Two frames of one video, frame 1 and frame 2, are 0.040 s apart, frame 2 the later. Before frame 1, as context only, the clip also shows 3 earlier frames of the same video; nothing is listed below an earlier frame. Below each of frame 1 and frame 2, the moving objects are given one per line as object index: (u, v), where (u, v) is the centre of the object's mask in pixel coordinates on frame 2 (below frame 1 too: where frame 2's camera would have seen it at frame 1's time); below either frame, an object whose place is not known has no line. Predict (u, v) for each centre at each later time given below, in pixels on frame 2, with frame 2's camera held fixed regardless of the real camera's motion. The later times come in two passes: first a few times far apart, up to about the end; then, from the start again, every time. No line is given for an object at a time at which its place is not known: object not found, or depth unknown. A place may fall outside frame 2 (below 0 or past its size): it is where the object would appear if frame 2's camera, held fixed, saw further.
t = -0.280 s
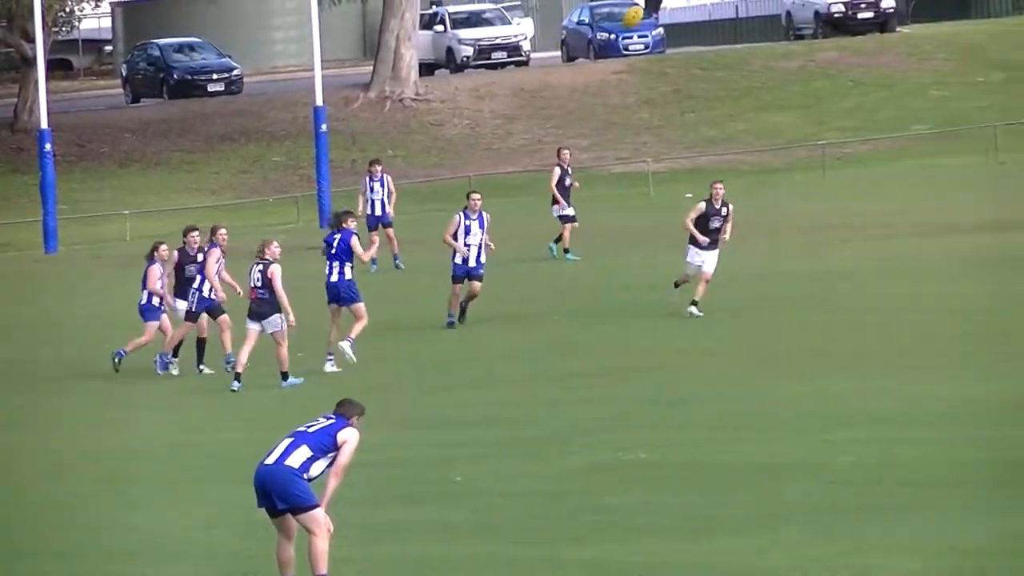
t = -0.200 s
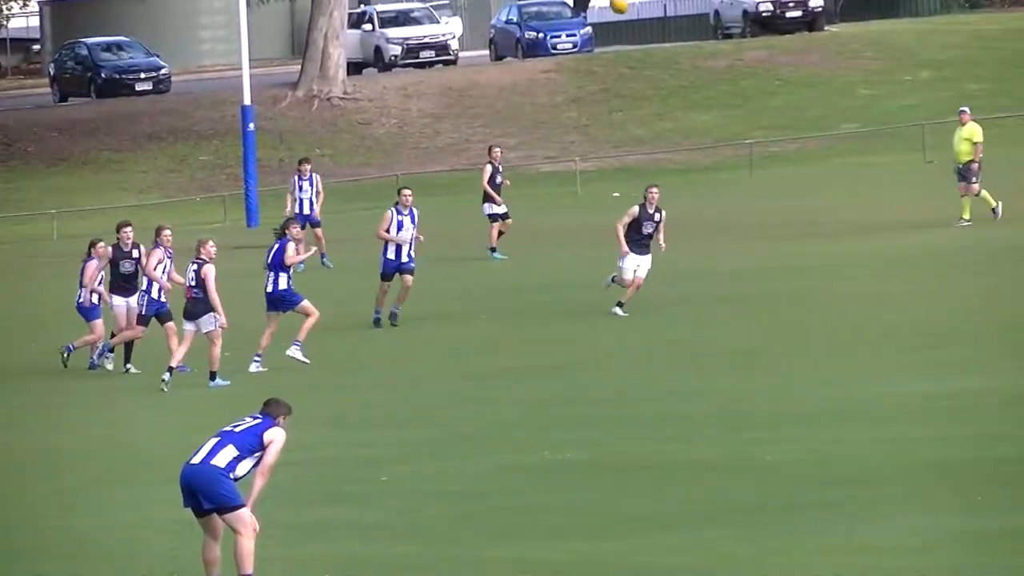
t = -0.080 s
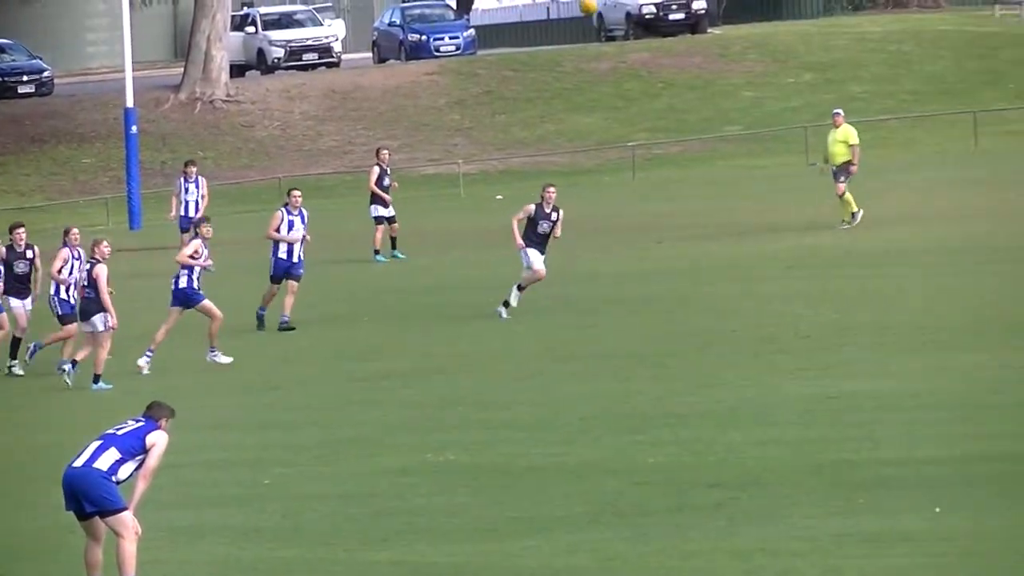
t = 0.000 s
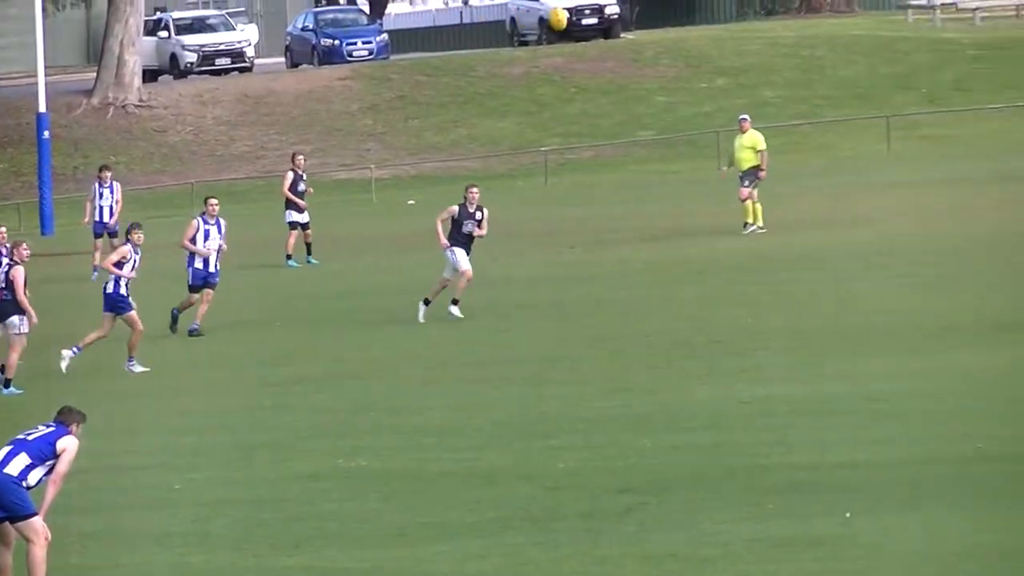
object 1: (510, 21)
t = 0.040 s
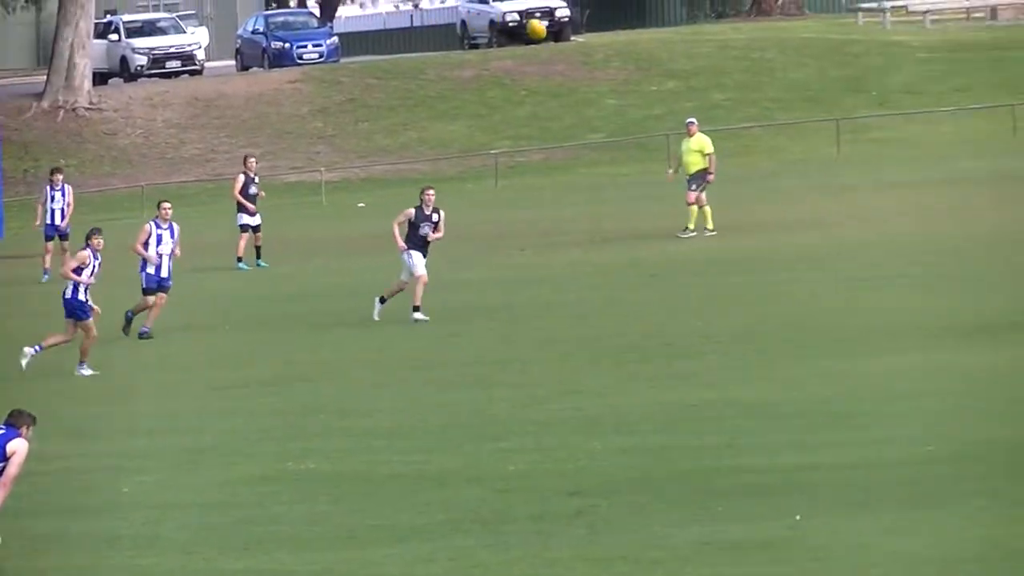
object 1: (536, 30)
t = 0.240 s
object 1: (677, 96)
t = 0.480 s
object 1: (839, 257)
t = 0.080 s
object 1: (565, 37)
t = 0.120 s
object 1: (593, 48)
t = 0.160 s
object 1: (622, 62)
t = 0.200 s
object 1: (649, 77)
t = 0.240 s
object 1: (677, 96)
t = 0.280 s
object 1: (705, 115)
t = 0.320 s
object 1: (731, 139)
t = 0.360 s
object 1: (759, 165)
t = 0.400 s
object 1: (786, 193)
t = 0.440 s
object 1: (813, 224)
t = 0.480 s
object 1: (839, 257)
